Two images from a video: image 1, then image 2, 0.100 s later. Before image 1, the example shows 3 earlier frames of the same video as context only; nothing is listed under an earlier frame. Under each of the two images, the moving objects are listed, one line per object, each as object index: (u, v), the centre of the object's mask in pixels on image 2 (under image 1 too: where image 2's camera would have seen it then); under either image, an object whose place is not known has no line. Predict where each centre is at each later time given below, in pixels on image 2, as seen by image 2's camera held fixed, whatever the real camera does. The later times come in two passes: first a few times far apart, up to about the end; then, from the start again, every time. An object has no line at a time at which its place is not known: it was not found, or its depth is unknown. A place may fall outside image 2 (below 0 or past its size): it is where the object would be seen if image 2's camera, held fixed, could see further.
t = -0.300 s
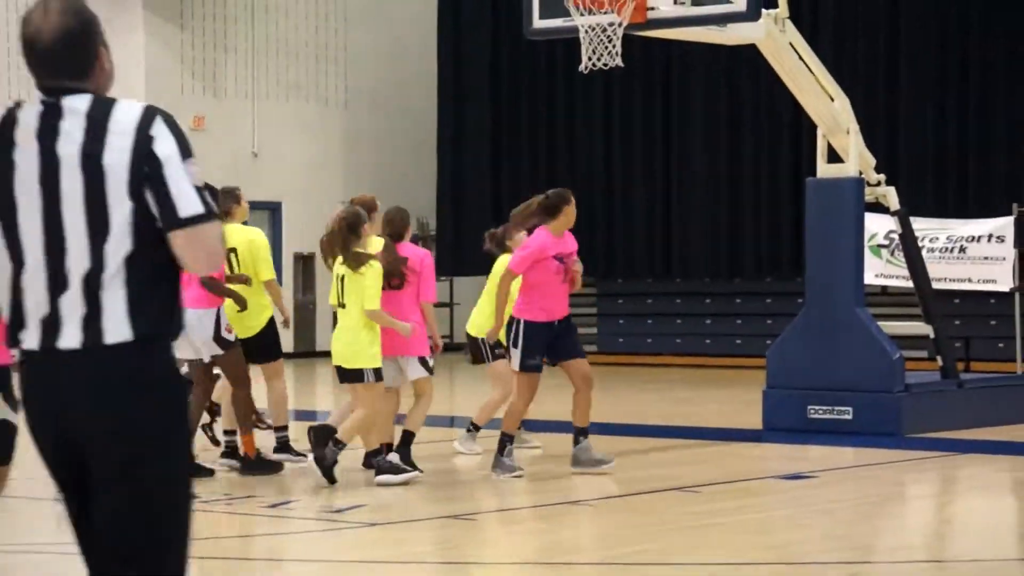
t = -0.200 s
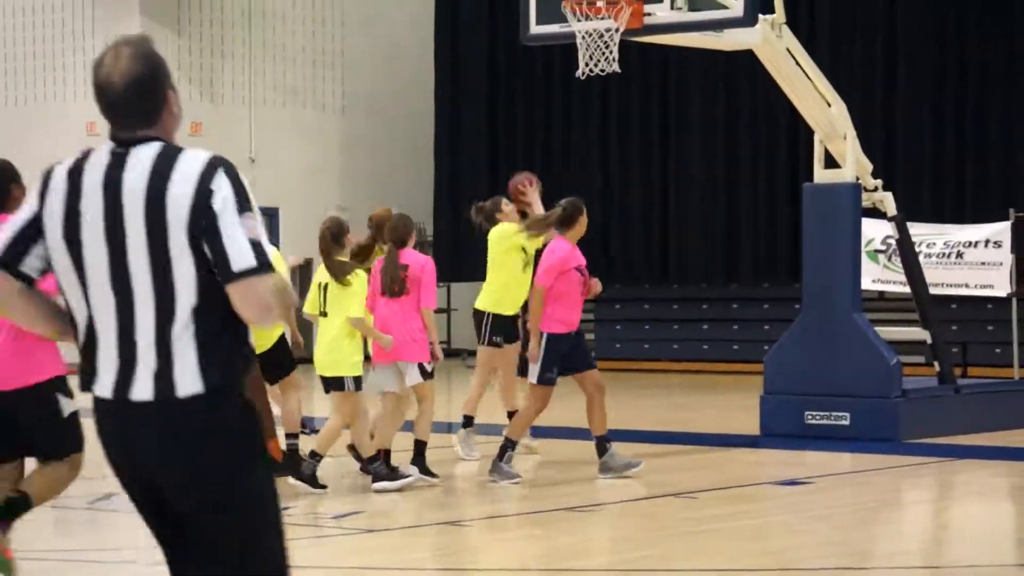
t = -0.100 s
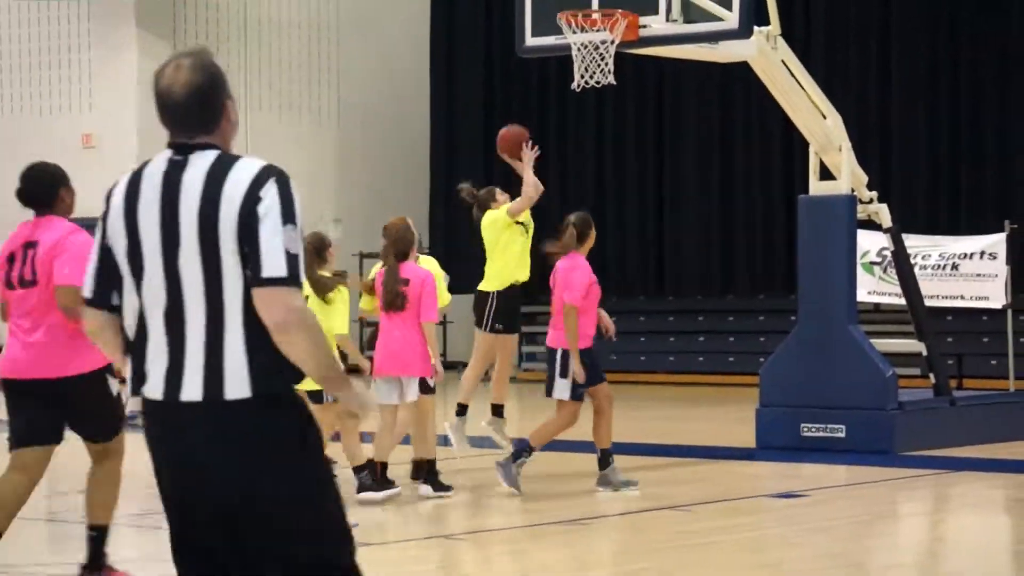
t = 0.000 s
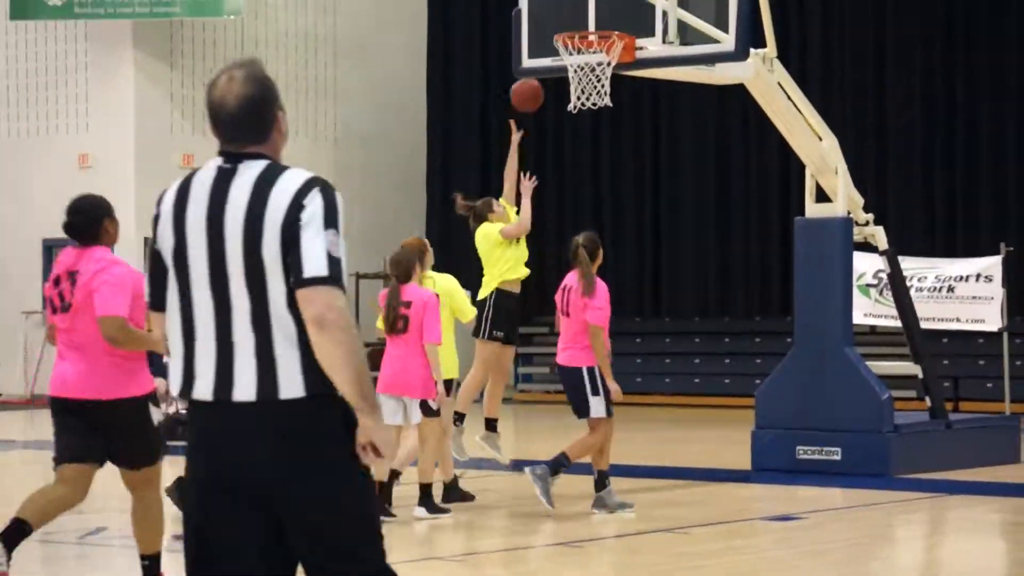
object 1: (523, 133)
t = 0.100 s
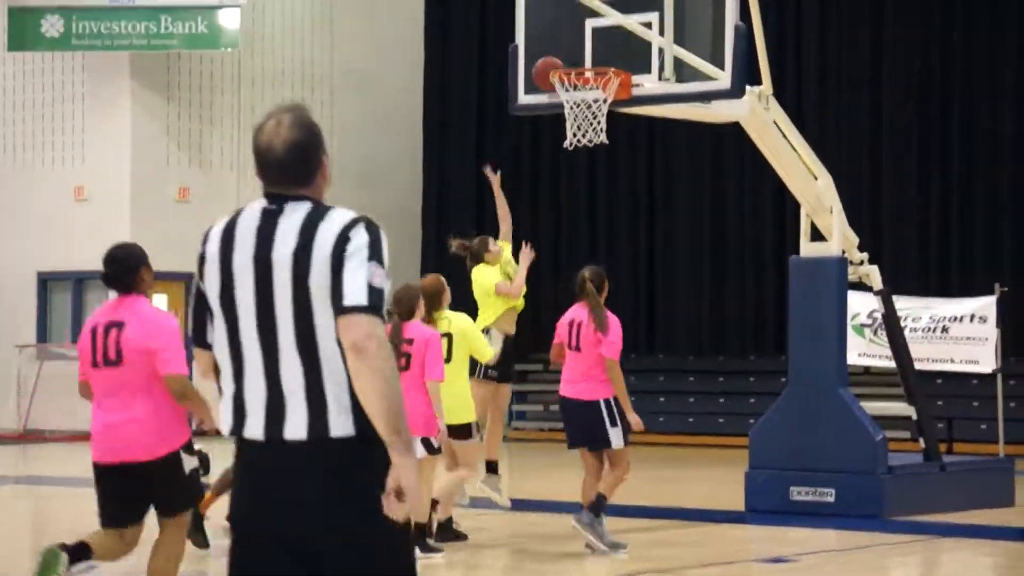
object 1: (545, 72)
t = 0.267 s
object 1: (568, 32)
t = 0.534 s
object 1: (582, 59)
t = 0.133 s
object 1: (557, 56)
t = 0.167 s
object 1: (563, 48)
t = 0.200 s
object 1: (565, 41)
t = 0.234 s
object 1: (567, 35)
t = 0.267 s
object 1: (568, 32)
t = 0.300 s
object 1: (569, 31)
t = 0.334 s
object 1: (571, 30)
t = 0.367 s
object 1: (572, 31)
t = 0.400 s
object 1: (575, 34)
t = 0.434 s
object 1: (577, 39)
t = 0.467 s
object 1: (579, 45)
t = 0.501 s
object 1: (580, 53)
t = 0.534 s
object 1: (582, 59)
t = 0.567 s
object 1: (584, 65)
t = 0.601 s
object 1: (584, 84)
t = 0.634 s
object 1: (586, 97)
